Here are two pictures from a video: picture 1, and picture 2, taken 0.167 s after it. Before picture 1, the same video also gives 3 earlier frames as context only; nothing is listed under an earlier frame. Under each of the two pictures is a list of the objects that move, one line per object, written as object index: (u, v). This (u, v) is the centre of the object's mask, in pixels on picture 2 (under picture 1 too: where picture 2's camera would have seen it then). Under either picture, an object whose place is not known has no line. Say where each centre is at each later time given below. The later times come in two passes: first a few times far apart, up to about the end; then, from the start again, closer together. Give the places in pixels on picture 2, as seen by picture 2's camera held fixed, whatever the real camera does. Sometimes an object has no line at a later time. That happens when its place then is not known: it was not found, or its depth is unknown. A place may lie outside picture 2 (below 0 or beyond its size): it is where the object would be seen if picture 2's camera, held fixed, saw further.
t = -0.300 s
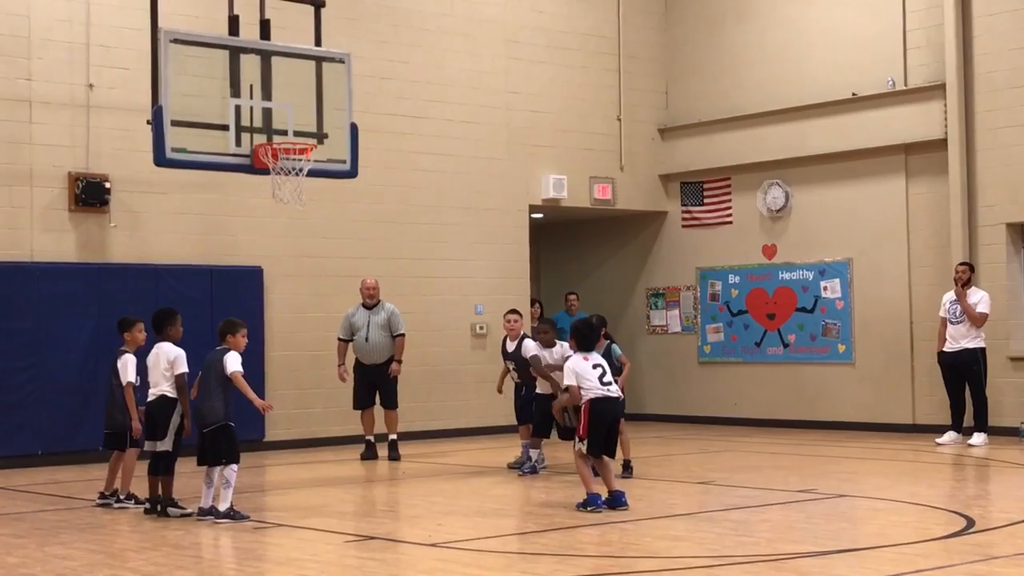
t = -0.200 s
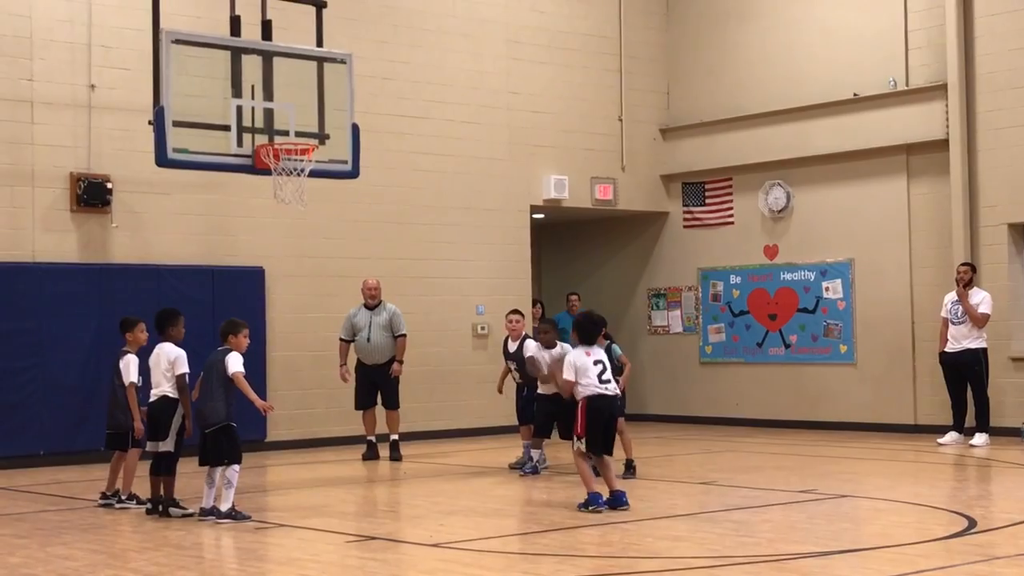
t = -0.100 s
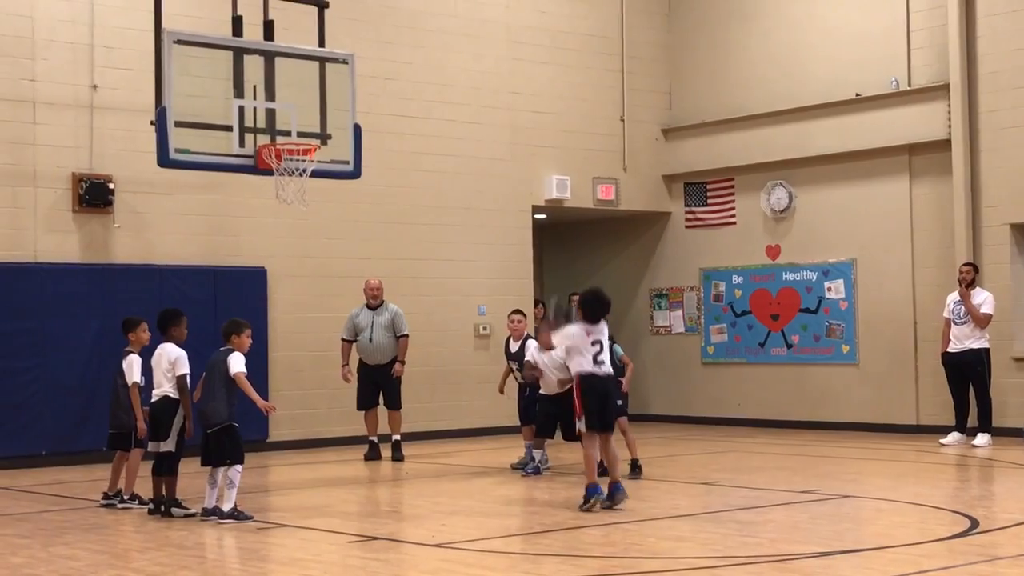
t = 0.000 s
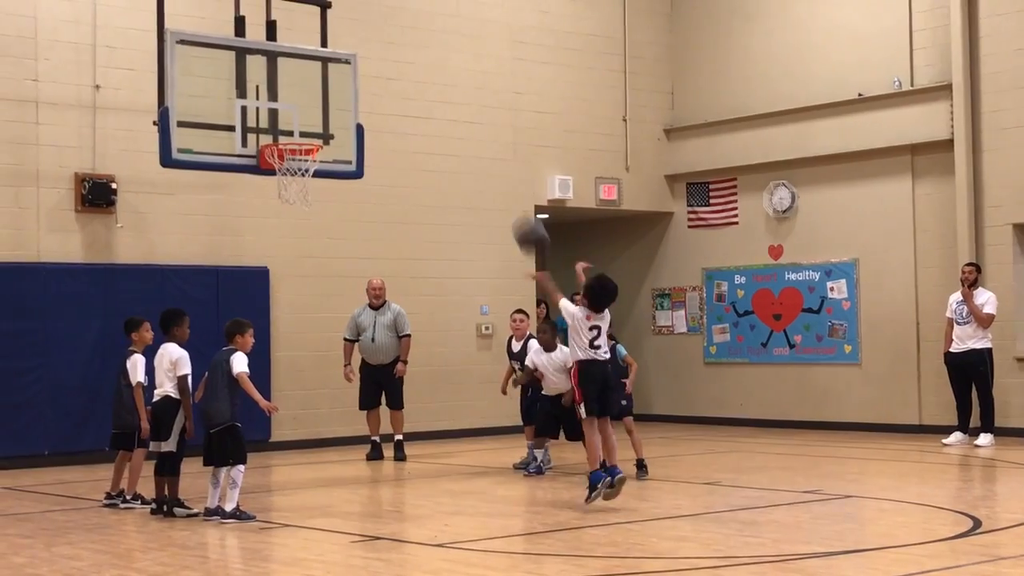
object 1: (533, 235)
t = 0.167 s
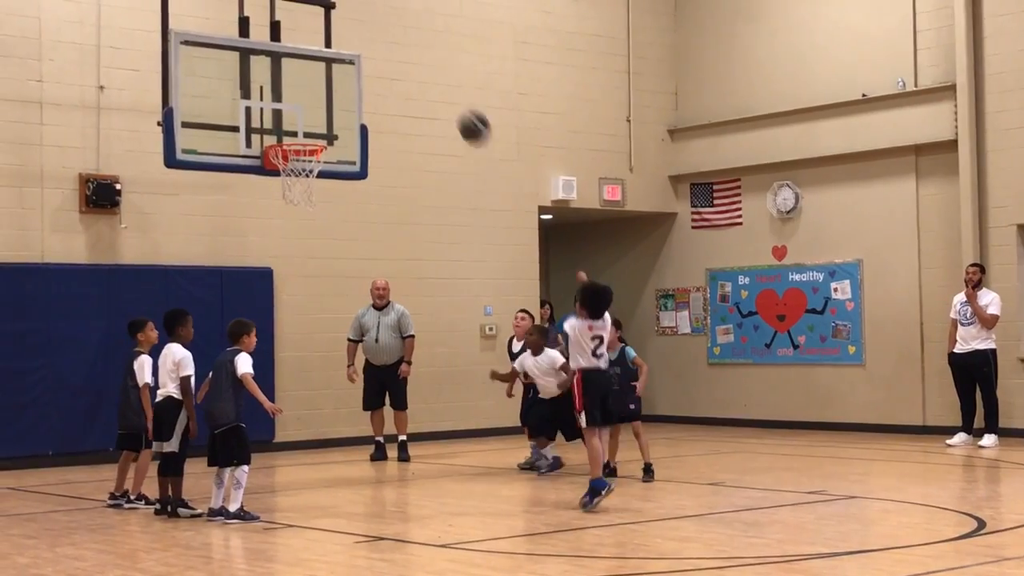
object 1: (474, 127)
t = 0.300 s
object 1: (430, 73)
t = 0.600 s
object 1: (344, 43)
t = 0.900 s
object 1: (270, 121)
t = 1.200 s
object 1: (332, 116)
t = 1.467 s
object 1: (401, 179)
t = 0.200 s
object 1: (463, 111)
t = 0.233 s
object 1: (452, 96)
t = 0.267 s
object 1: (441, 84)
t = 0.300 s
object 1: (430, 73)
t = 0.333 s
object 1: (420, 63)
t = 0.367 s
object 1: (409, 55)
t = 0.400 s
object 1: (399, 49)
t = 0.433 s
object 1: (390, 44)
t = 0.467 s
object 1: (380, 41)
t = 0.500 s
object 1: (371, 39)
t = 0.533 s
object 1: (361, 39)
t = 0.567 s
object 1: (353, 40)
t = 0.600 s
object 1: (344, 43)
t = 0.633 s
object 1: (335, 46)
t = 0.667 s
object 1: (326, 51)
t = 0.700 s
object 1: (317, 58)
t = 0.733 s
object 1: (309, 67)
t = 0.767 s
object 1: (301, 75)
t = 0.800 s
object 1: (294, 84)
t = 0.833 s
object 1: (286, 95)
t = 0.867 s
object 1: (278, 108)
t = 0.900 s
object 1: (270, 121)
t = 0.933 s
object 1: (270, 131)
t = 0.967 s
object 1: (277, 132)
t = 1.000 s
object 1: (285, 127)
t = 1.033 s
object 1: (292, 122)
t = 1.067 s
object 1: (300, 118)
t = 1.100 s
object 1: (307, 115)
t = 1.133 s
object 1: (314, 114)
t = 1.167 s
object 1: (323, 114)
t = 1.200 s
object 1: (332, 116)
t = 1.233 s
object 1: (341, 118)
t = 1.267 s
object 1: (349, 123)
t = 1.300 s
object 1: (357, 128)
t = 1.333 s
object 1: (365, 136)
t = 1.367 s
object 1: (376, 144)
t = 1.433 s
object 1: (392, 166)
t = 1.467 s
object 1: (401, 179)
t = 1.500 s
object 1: (410, 194)
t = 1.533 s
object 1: (419, 211)
